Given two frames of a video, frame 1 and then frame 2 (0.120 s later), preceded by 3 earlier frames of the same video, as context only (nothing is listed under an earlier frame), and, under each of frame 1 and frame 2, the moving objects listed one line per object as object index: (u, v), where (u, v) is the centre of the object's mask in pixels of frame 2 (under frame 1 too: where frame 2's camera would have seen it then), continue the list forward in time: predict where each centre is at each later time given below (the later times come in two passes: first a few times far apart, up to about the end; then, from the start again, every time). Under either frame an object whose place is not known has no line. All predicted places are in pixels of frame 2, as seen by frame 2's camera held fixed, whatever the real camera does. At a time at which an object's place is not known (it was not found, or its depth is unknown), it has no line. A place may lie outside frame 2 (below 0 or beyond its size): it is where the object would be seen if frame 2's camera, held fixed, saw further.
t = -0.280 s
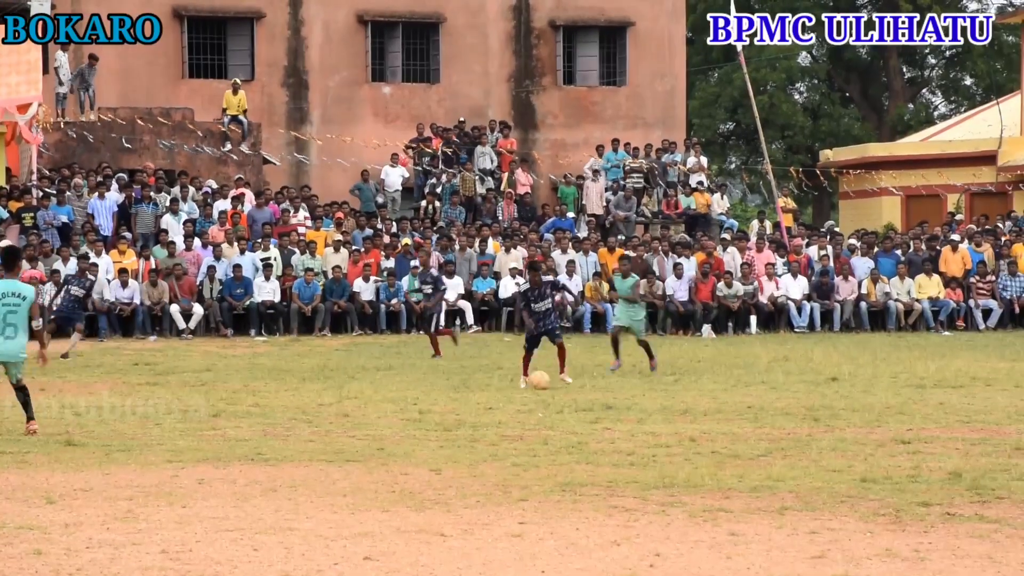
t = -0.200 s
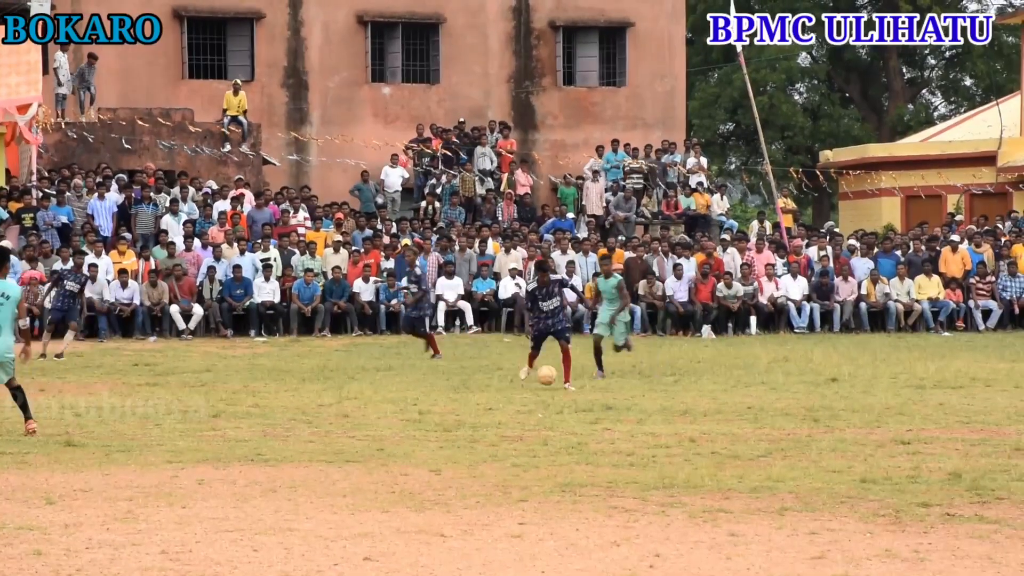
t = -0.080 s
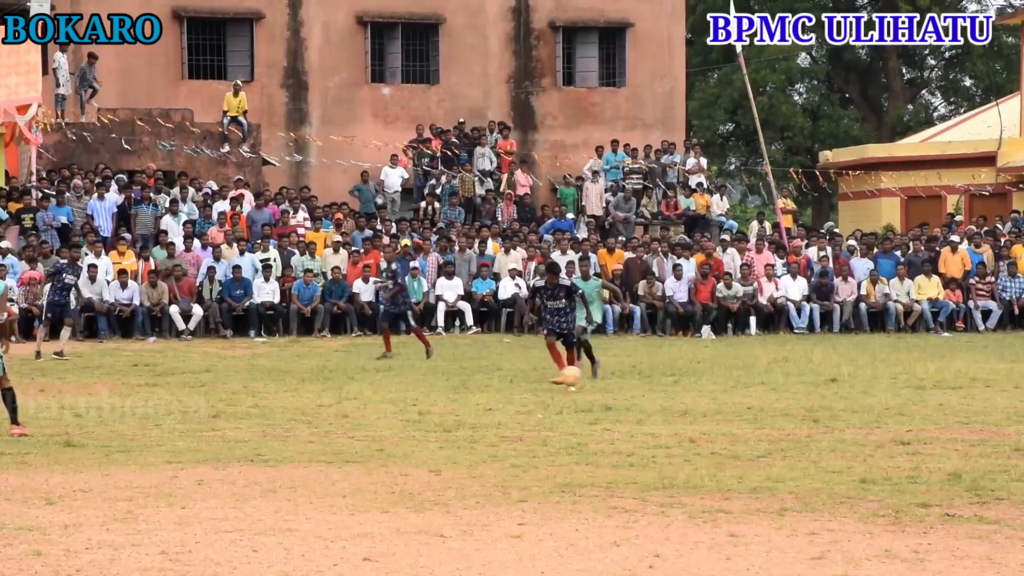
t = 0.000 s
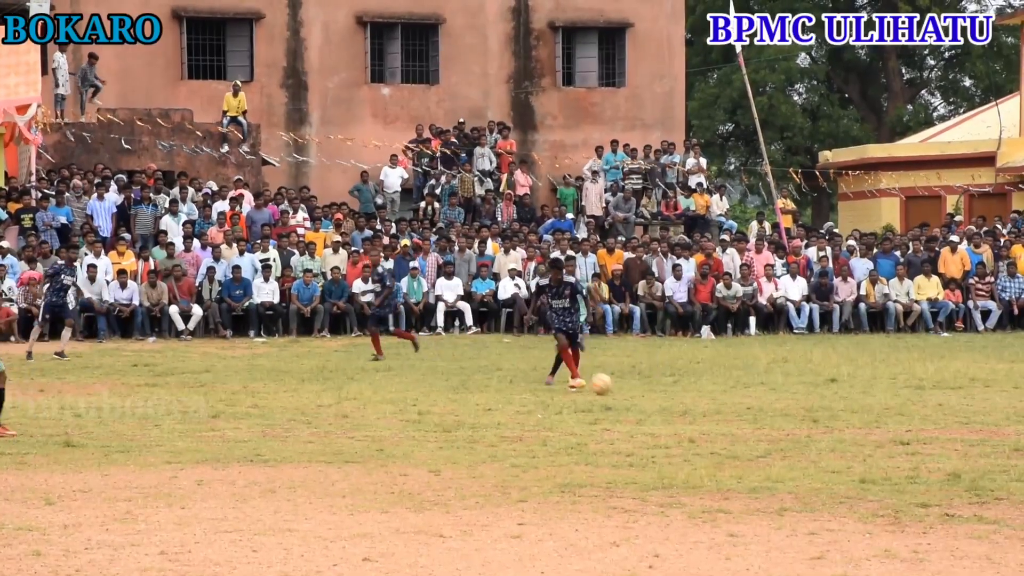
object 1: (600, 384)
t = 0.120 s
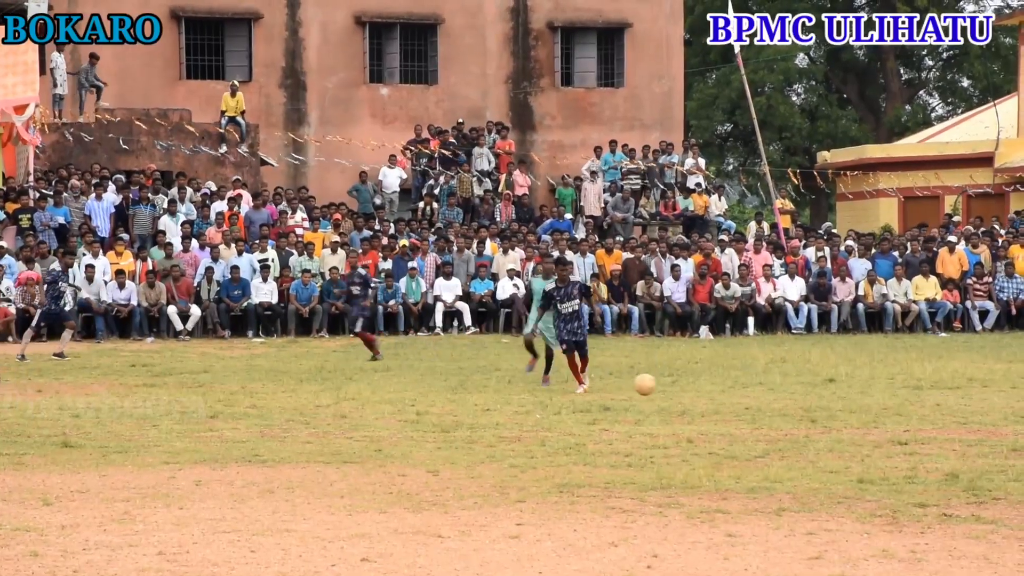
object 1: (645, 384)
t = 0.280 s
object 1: (709, 396)
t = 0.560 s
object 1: (820, 394)
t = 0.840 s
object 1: (928, 410)
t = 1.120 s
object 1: (1043, 419)
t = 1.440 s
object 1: (1193, 440)
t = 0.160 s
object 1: (660, 386)
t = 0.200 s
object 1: (676, 390)
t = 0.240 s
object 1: (692, 395)
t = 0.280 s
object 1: (709, 396)
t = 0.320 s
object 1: (725, 395)
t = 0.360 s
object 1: (741, 395)
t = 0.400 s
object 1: (758, 397)
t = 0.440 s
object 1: (776, 401)
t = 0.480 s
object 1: (791, 402)
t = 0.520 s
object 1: (805, 397)
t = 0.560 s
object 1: (820, 394)
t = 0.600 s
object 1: (835, 392)
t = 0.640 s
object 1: (850, 393)
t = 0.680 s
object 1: (865, 395)
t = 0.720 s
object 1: (880, 400)
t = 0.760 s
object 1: (896, 406)
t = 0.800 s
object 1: (911, 414)
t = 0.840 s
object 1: (928, 410)
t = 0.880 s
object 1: (943, 408)
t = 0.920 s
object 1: (959, 407)
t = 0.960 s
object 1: (975, 409)
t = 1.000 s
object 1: (992, 412)
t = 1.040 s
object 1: (1009, 418)
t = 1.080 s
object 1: (1026, 422)
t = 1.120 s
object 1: (1043, 419)
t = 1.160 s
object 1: (1061, 419)
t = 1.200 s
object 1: (1079, 420)
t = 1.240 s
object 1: (1098, 425)
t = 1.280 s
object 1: (1117, 431)
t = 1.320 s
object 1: (1135, 434)
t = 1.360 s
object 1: (1153, 435)
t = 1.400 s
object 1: (1173, 437)
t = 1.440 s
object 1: (1193, 440)
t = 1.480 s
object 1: (1213, 440)
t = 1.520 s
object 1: (1234, 441)
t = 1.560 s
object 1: (1255, 444)
